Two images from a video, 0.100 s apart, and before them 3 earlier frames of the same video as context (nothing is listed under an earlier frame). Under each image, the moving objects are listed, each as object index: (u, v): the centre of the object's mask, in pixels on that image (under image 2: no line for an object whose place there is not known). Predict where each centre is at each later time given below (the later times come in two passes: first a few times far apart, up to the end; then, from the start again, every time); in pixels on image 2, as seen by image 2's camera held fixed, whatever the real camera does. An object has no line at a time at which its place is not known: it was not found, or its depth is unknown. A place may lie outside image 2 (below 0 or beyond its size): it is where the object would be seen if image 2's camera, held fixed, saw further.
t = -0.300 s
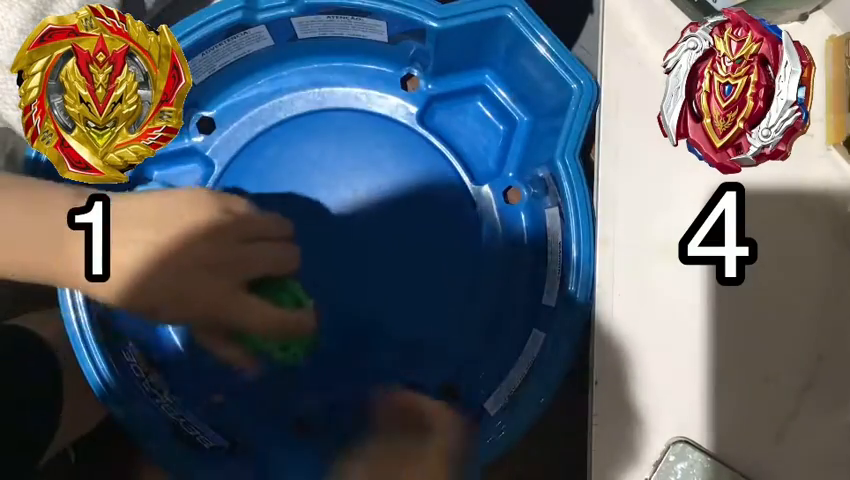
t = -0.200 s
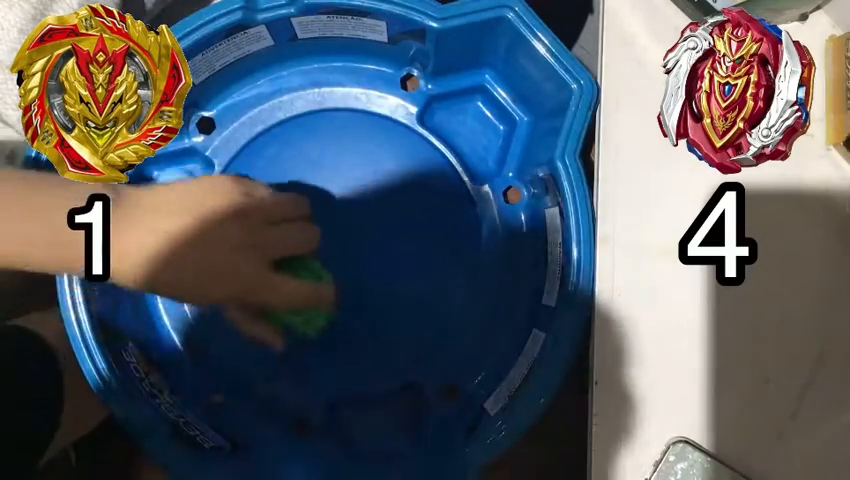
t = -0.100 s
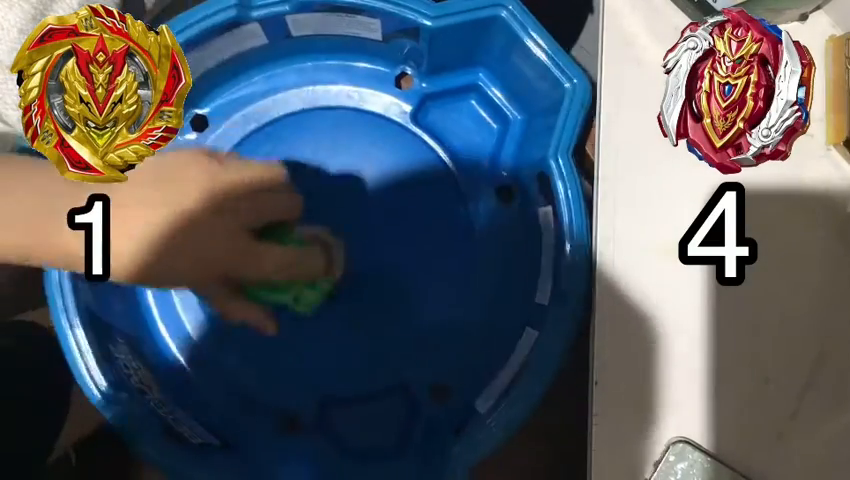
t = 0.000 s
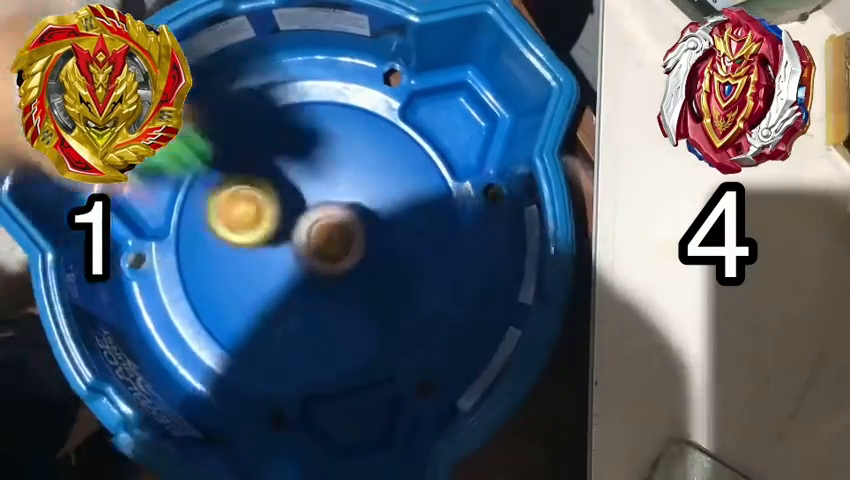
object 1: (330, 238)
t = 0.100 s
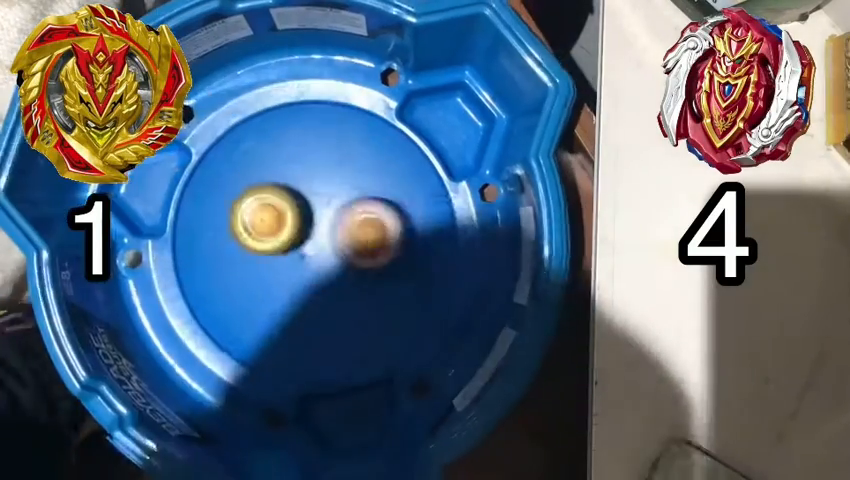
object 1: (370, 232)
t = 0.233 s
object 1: (428, 239)
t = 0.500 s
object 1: (384, 198)
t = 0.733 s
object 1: (344, 162)
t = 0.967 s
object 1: (298, 176)
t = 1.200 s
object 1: (280, 228)
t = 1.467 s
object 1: (200, 202)
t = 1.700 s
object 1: (261, 288)
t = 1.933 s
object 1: (279, 294)
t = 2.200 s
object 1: (303, 279)
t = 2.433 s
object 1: (287, 305)
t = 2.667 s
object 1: (310, 295)
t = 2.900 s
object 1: (321, 292)
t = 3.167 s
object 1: (332, 438)
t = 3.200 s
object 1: (339, 428)
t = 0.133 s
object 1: (389, 235)
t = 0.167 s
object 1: (408, 239)
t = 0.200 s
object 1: (419, 240)
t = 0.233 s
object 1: (428, 239)
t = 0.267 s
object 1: (434, 236)
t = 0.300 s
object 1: (435, 233)
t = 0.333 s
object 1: (432, 229)
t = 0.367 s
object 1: (426, 223)
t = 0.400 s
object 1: (416, 216)
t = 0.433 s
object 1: (405, 210)
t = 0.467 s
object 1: (394, 203)
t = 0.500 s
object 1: (384, 198)
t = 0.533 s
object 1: (375, 194)
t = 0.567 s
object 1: (366, 191)
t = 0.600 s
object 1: (357, 189)
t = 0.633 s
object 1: (349, 188)
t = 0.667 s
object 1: (349, 177)
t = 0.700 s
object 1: (347, 168)
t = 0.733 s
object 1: (344, 162)
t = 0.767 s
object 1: (339, 160)
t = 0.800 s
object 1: (333, 160)
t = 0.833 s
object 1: (326, 161)
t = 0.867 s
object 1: (318, 163)
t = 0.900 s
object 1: (311, 166)
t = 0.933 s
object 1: (304, 171)
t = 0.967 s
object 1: (298, 176)
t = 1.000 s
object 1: (294, 182)
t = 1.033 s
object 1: (289, 188)
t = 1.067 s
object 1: (285, 195)
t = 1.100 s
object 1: (282, 203)
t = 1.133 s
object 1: (280, 211)
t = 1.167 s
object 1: (279, 220)
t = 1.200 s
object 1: (280, 228)
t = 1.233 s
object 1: (264, 215)
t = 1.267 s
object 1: (248, 201)
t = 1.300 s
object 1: (233, 189)
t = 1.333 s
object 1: (221, 182)
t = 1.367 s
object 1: (210, 180)
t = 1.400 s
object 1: (201, 182)
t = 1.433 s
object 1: (197, 189)
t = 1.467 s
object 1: (200, 202)
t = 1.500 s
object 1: (203, 216)
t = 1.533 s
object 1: (209, 233)
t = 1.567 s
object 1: (216, 247)
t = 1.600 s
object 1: (226, 261)
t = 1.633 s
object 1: (236, 272)
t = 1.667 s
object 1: (248, 281)
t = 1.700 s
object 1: (261, 288)
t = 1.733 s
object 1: (275, 291)
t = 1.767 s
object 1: (273, 294)
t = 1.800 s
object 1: (269, 296)
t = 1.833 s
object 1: (268, 296)
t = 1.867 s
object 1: (270, 296)
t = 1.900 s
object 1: (274, 295)
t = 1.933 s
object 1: (279, 294)
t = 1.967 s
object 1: (282, 293)
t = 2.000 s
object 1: (287, 291)
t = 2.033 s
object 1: (291, 289)
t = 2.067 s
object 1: (296, 287)
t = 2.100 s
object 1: (300, 283)
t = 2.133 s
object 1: (304, 279)
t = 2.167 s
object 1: (308, 275)
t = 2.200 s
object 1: (303, 279)
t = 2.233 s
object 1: (291, 291)
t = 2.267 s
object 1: (283, 299)
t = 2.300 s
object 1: (278, 303)
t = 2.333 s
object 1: (278, 304)
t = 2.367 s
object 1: (280, 305)
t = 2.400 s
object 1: (284, 305)
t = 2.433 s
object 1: (287, 305)
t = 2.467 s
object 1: (290, 305)
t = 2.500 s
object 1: (293, 304)
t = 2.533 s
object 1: (297, 304)
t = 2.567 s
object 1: (300, 302)
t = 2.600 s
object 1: (303, 300)
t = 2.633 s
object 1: (307, 298)
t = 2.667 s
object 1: (310, 295)
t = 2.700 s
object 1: (313, 292)
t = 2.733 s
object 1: (315, 289)
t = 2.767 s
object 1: (318, 285)
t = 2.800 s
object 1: (320, 281)
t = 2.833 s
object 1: (322, 278)
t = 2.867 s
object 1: (324, 282)
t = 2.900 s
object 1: (321, 292)
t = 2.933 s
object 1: (312, 329)
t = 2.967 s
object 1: (302, 363)
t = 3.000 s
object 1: (296, 386)
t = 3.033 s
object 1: (293, 402)
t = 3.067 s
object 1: (293, 415)
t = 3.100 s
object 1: (316, 422)
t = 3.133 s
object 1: (343, 426)
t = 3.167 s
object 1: (332, 438)
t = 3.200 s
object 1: (339, 428)
